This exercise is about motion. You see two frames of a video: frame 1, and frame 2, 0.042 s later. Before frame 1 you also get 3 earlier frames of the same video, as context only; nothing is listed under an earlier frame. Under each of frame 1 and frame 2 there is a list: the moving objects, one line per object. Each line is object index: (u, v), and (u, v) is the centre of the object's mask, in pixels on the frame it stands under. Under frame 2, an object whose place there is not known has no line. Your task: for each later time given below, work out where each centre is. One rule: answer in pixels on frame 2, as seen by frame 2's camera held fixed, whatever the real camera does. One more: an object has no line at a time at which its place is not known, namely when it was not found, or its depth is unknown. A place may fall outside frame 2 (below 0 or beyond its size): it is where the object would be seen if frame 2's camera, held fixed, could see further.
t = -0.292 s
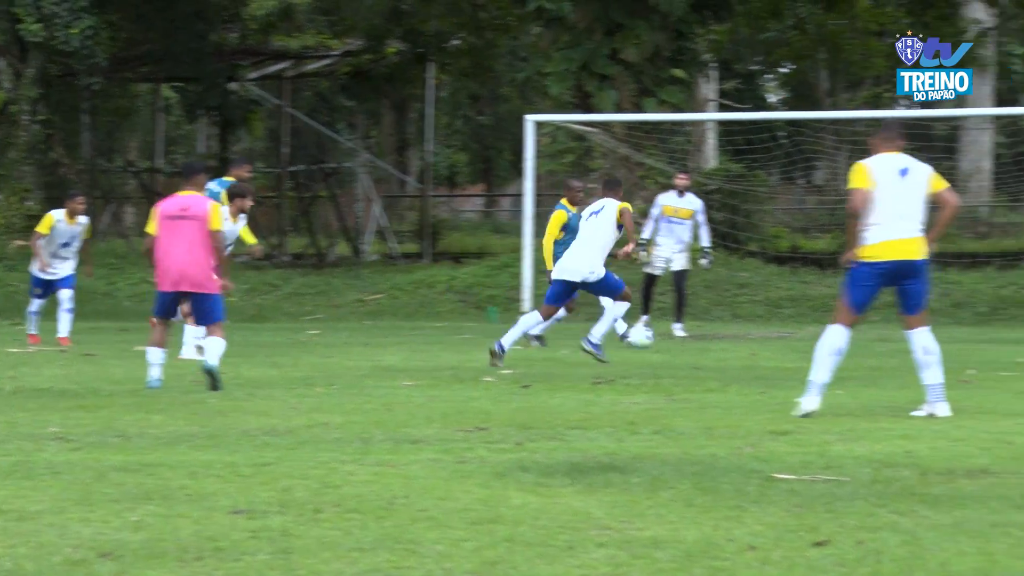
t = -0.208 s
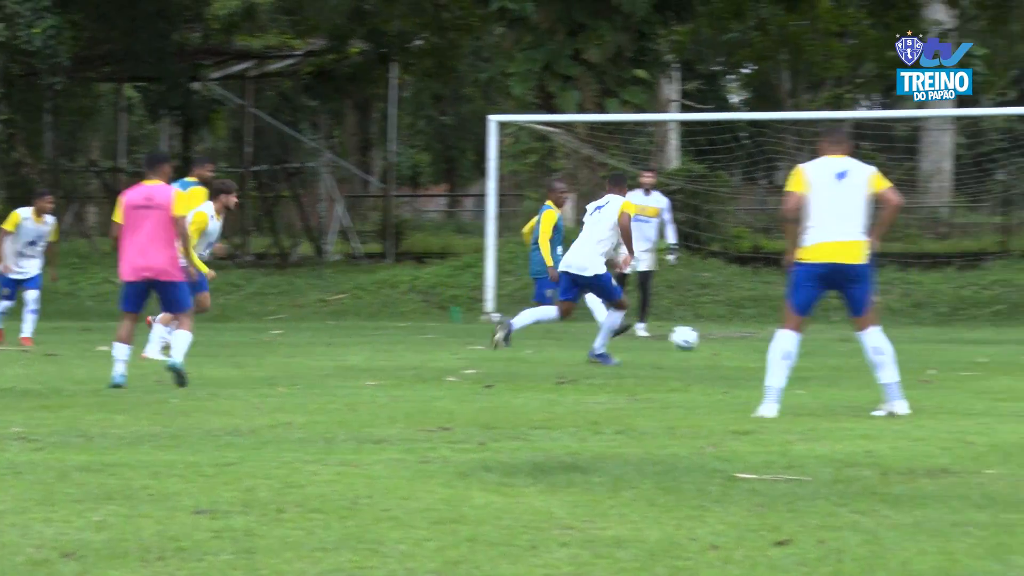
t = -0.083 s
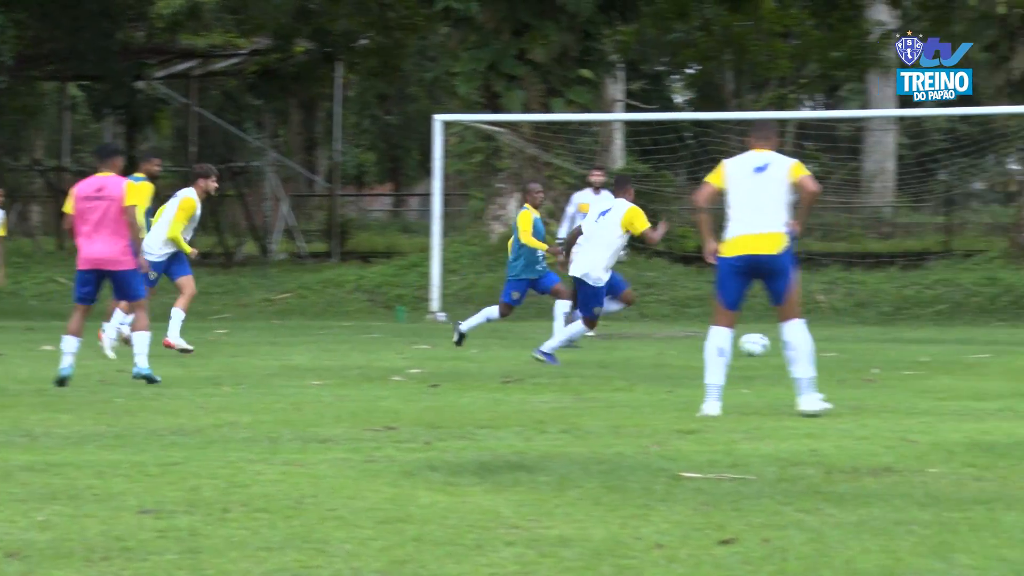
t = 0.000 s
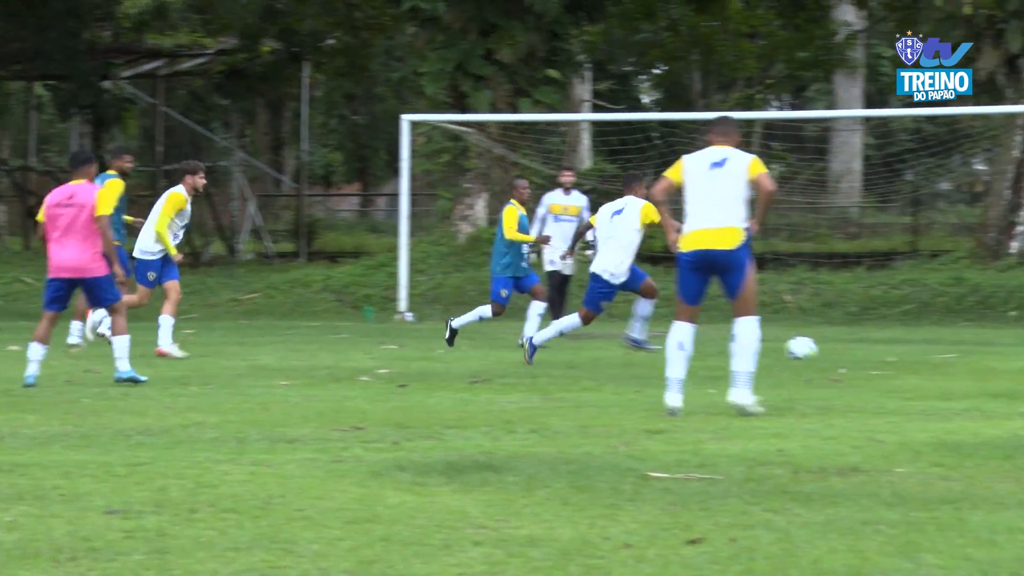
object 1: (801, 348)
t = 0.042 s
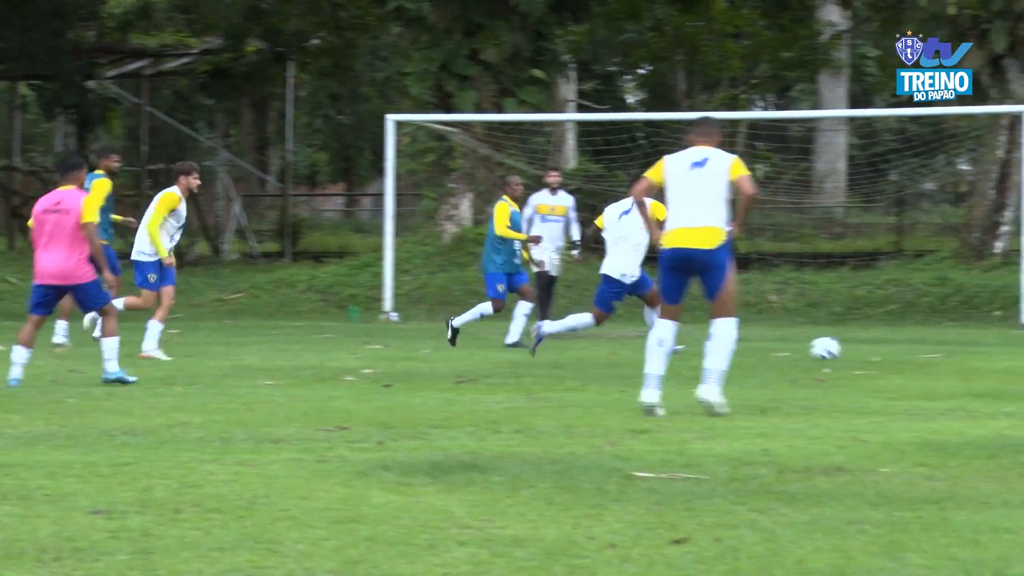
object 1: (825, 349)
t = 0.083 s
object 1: (857, 348)
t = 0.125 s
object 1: (891, 349)
